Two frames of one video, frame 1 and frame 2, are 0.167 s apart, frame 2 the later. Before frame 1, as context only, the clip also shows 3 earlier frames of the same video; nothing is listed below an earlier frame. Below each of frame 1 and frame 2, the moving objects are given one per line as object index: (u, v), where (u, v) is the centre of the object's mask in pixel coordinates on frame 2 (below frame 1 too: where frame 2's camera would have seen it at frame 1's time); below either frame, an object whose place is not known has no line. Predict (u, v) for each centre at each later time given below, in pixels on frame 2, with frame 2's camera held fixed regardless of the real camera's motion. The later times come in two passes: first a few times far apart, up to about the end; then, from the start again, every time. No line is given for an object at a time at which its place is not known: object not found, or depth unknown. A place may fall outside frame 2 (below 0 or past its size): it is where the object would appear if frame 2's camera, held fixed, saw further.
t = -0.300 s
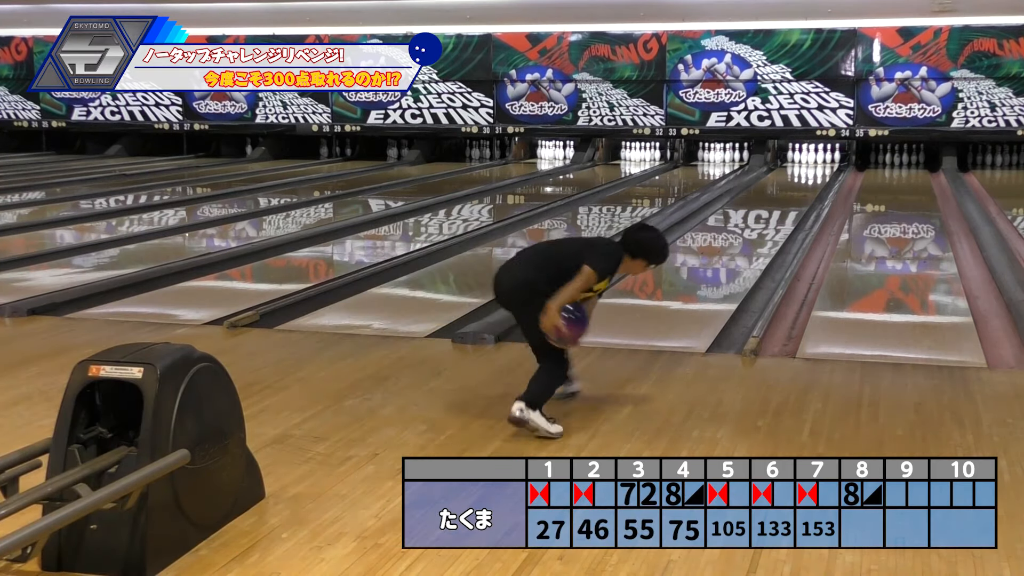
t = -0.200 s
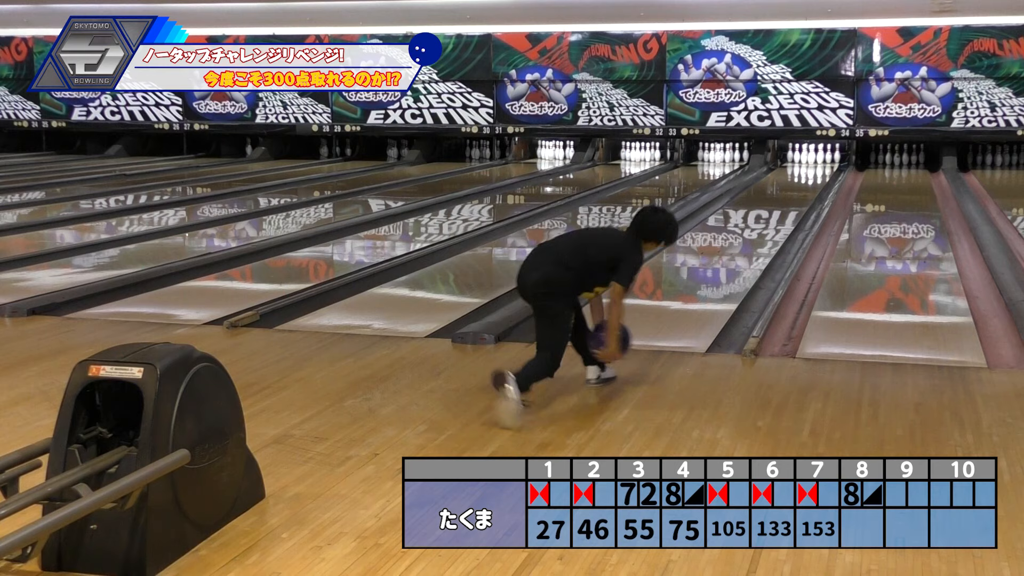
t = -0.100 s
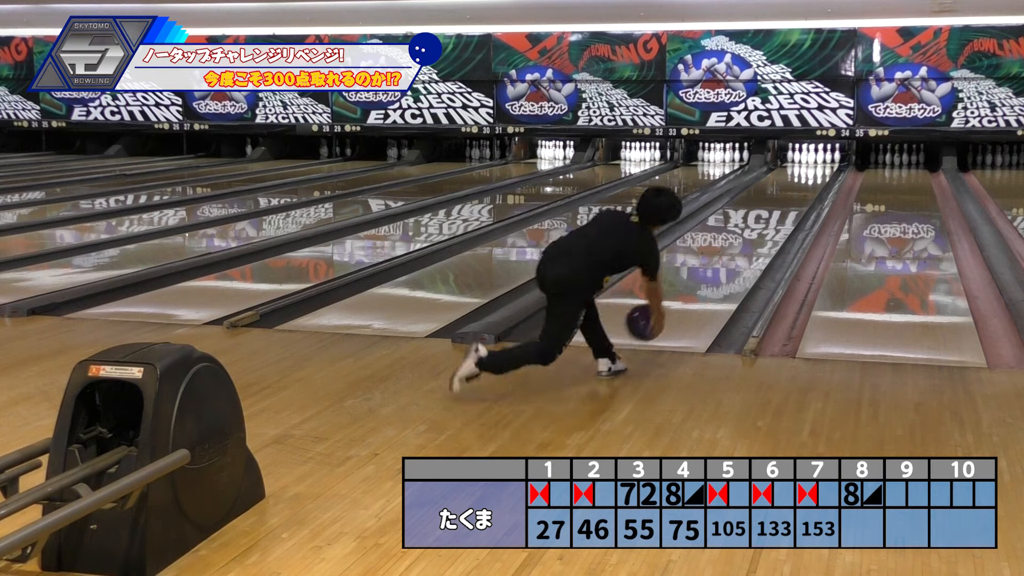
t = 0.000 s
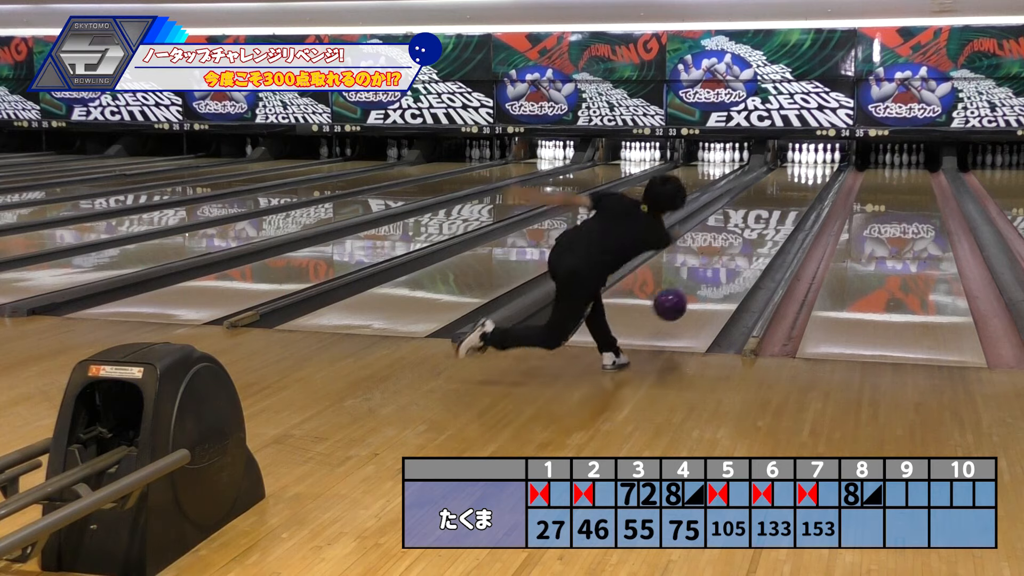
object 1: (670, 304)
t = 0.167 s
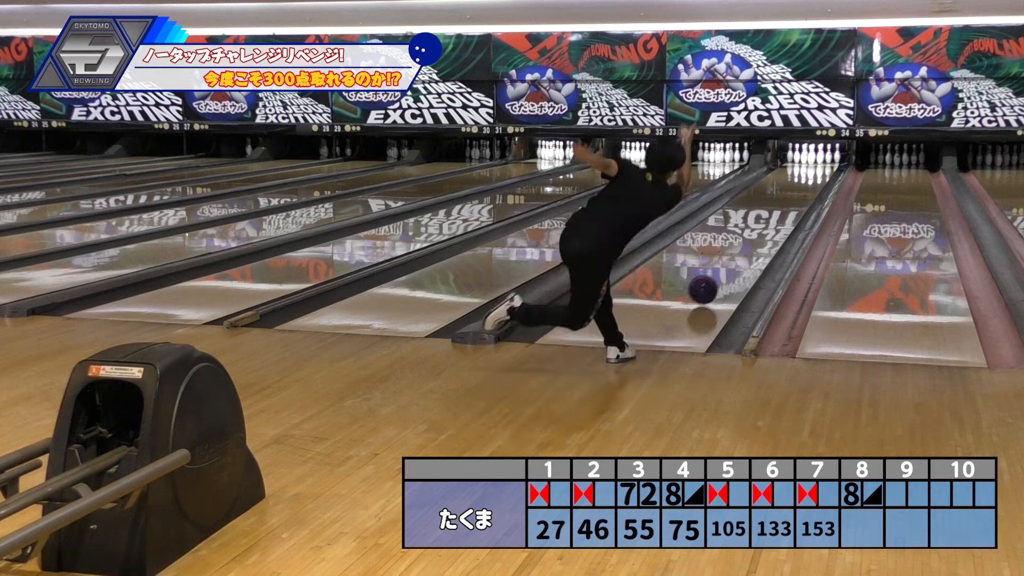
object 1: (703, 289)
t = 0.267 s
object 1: (719, 275)
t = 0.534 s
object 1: (750, 244)
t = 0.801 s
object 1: (772, 221)
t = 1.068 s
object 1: (788, 205)
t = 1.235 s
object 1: (795, 196)
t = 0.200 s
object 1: (708, 285)
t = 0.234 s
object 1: (713, 280)
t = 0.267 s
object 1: (719, 275)
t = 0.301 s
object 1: (724, 271)
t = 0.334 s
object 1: (728, 267)
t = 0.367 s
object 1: (732, 262)
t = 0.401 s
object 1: (736, 259)
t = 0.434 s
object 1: (740, 254)
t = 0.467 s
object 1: (744, 251)
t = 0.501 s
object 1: (747, 247)
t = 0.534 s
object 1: (750, 244)
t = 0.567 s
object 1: (754, 241)
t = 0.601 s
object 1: (757, 238)
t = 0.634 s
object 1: (760, 235)
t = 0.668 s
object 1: (762, 231)
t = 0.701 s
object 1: (765, 229)
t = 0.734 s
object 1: (767, 226)
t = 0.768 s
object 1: (770, 224)
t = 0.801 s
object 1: (772, 221)
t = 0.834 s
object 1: (774, 219)
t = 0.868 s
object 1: (777, 217)
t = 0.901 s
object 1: (778, 215)
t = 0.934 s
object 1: (781, 213)
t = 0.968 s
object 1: (782, 210)
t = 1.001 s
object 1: (784, 208)
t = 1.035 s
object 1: (786, 207)
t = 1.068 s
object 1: (788, 205)
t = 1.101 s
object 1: (789, 203)
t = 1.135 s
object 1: (791, 201)
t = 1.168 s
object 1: (792, 199)
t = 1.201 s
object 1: (794, 197)
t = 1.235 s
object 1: (795, 196)
